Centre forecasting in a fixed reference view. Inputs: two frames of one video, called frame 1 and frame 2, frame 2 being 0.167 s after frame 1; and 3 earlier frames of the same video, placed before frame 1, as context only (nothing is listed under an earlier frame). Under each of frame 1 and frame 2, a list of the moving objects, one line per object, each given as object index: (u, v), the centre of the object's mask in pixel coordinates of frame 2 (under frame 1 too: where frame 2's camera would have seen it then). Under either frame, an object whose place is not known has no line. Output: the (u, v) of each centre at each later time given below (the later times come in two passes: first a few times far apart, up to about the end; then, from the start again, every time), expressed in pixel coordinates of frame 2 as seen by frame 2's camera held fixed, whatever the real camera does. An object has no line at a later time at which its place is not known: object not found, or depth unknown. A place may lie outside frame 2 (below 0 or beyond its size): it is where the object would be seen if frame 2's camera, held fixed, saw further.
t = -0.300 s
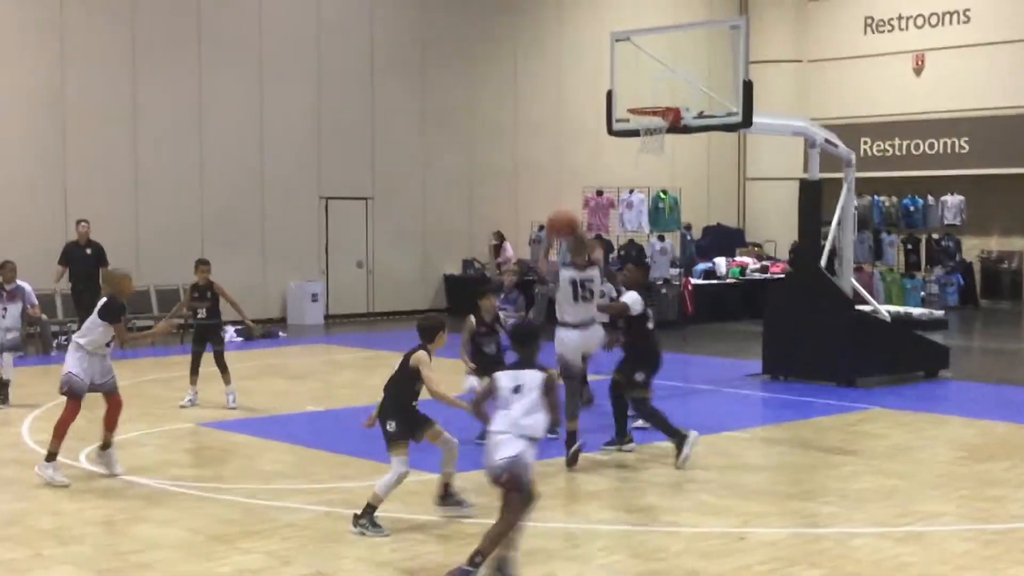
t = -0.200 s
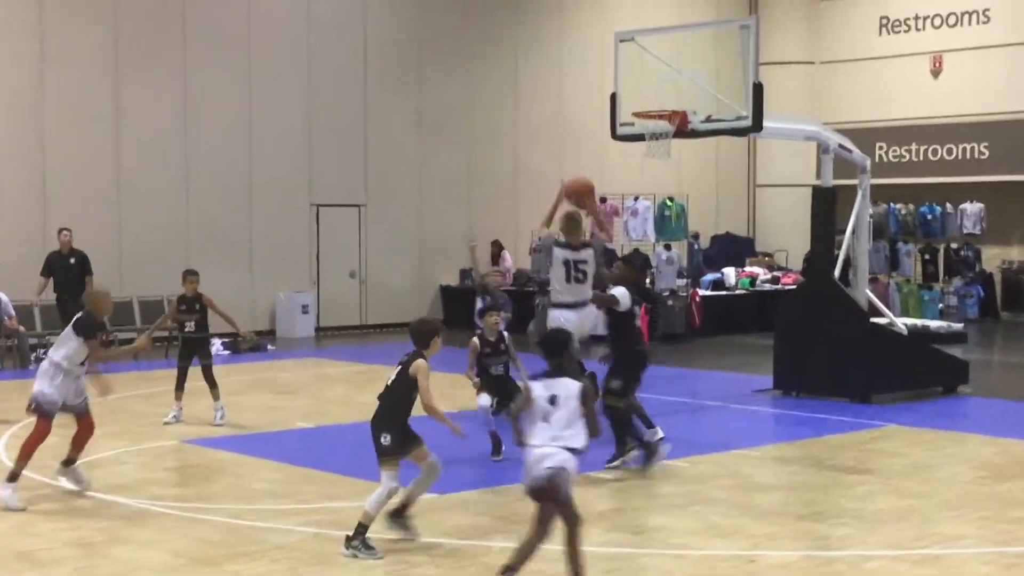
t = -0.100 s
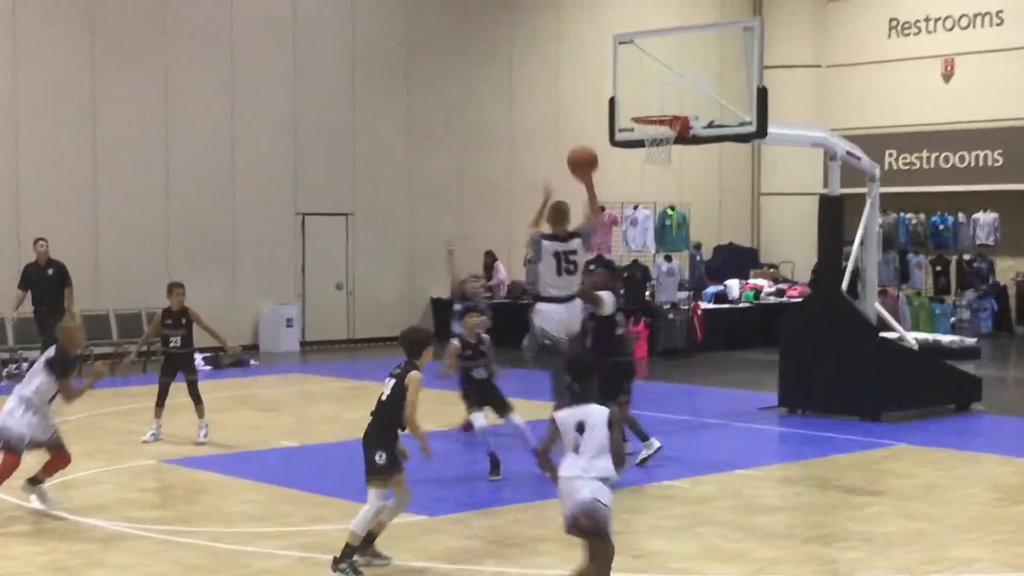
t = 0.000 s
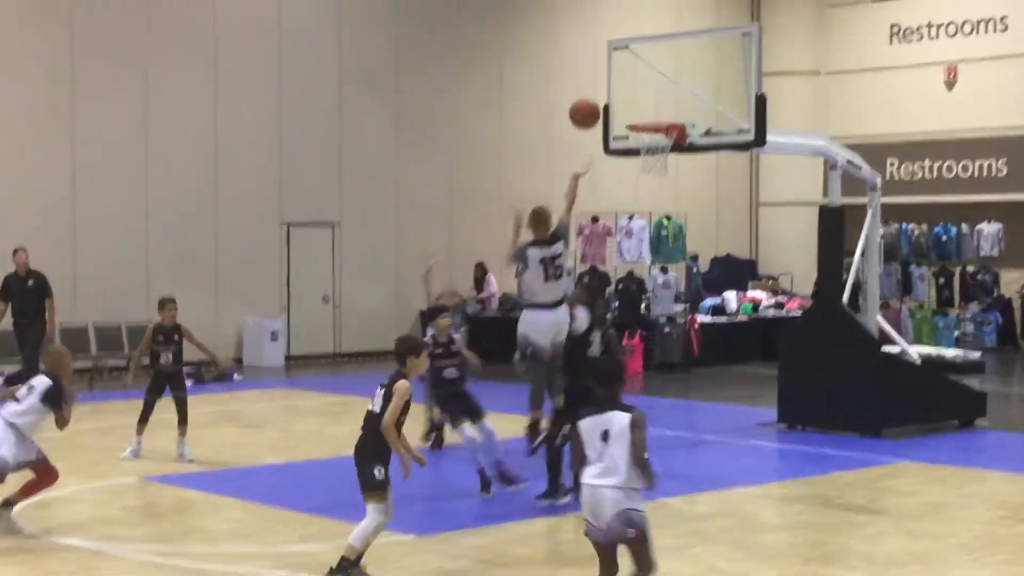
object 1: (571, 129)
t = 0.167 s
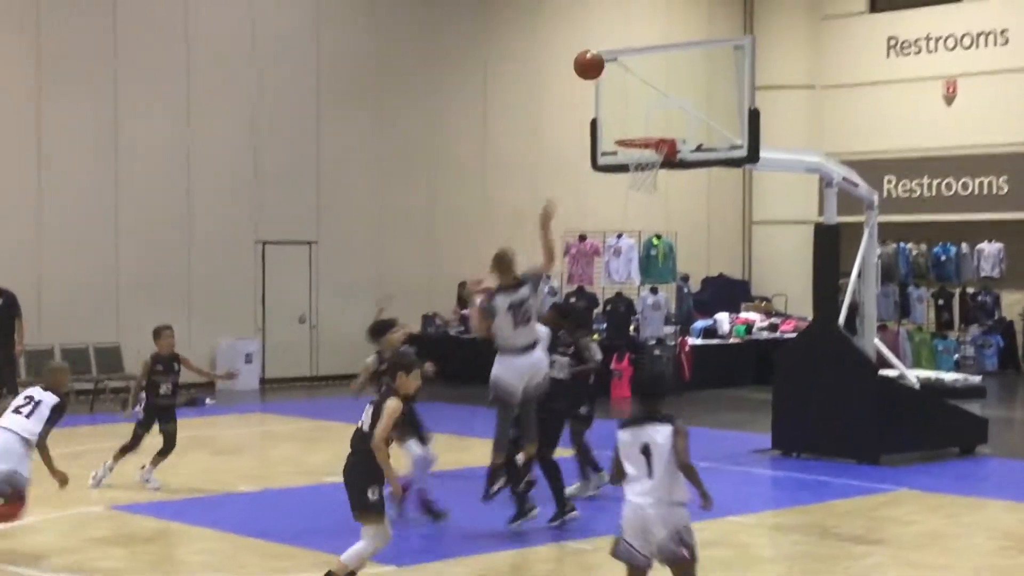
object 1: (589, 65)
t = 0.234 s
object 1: (595, 51)
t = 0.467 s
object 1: (615, 48)
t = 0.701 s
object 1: (632, 106)
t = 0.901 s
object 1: (656, 112)
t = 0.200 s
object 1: (592, 57)
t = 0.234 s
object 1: (595, 51)
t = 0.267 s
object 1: (598, 46)
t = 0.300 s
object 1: (601, 43)
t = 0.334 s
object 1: (604, 41)
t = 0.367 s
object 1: (607, 41)
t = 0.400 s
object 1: (609, 42)
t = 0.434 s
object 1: (612, 45)
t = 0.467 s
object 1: (615, 48)
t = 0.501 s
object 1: (617, 53)
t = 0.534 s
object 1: (619, 59)
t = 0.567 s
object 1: (622, 66)
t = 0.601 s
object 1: (625, 74)
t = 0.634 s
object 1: (627, 84)
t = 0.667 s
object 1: (629, 94)
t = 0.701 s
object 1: (632, 106)
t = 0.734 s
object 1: (634, 117)
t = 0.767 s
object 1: (636, 129)
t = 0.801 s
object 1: (640, 129)
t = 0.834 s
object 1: (645, 123)
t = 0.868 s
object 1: (650, 117)
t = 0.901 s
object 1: (656, 112)
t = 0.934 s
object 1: (661, 108)
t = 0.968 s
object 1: (666, 106)
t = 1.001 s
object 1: (671, 104)
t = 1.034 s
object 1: (677, 104)
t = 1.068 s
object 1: (683, 105)
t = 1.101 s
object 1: (688, 107)
